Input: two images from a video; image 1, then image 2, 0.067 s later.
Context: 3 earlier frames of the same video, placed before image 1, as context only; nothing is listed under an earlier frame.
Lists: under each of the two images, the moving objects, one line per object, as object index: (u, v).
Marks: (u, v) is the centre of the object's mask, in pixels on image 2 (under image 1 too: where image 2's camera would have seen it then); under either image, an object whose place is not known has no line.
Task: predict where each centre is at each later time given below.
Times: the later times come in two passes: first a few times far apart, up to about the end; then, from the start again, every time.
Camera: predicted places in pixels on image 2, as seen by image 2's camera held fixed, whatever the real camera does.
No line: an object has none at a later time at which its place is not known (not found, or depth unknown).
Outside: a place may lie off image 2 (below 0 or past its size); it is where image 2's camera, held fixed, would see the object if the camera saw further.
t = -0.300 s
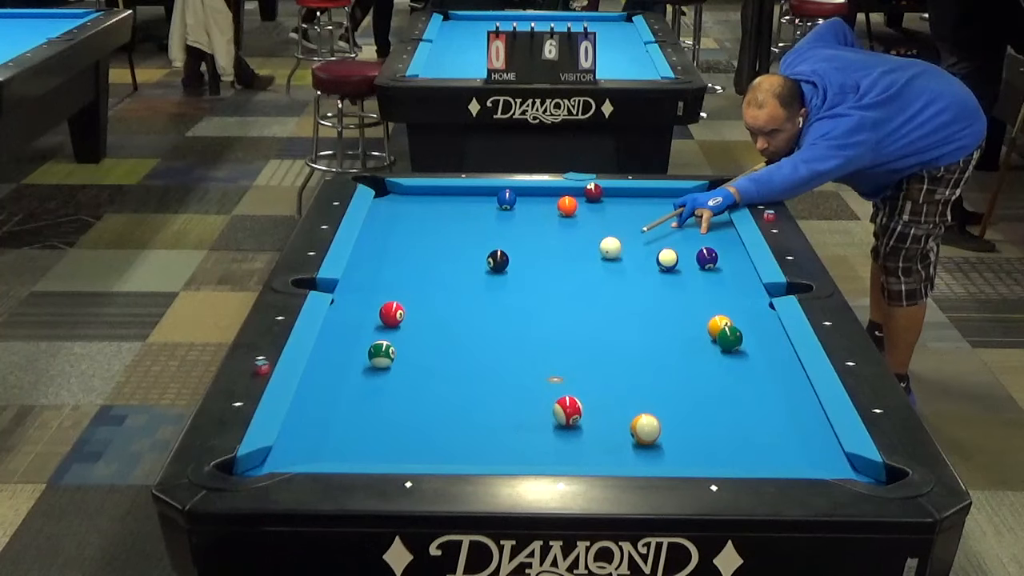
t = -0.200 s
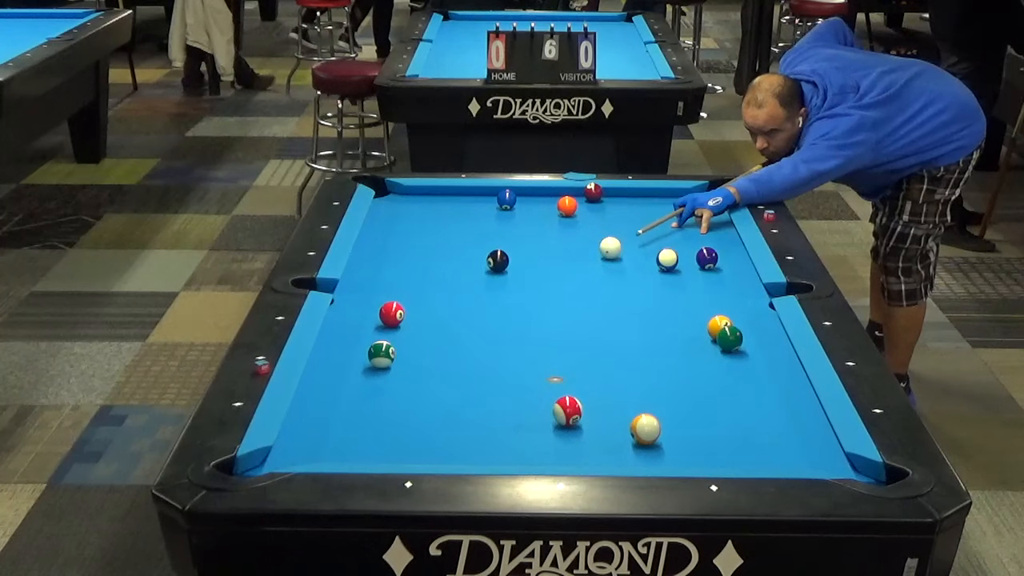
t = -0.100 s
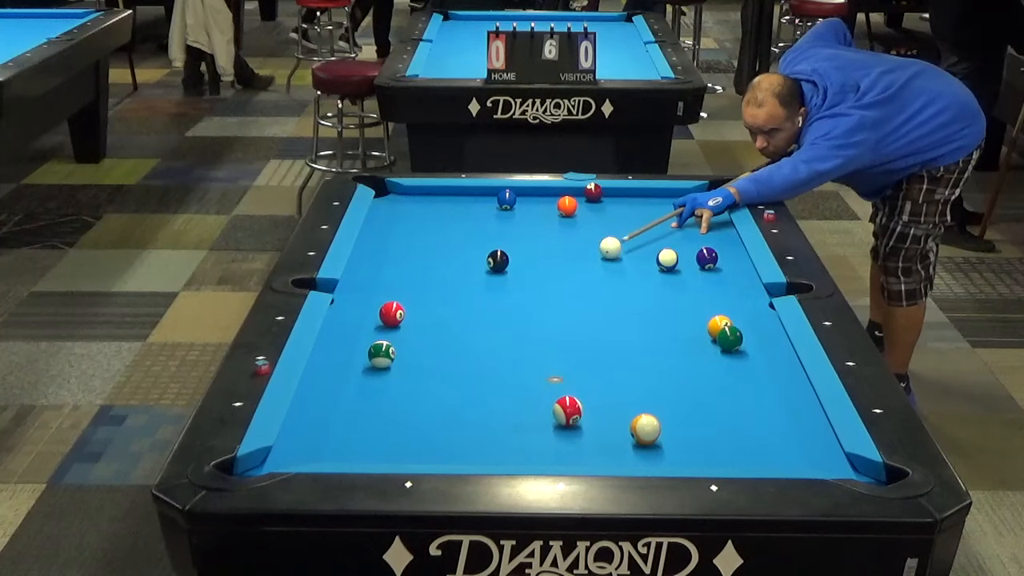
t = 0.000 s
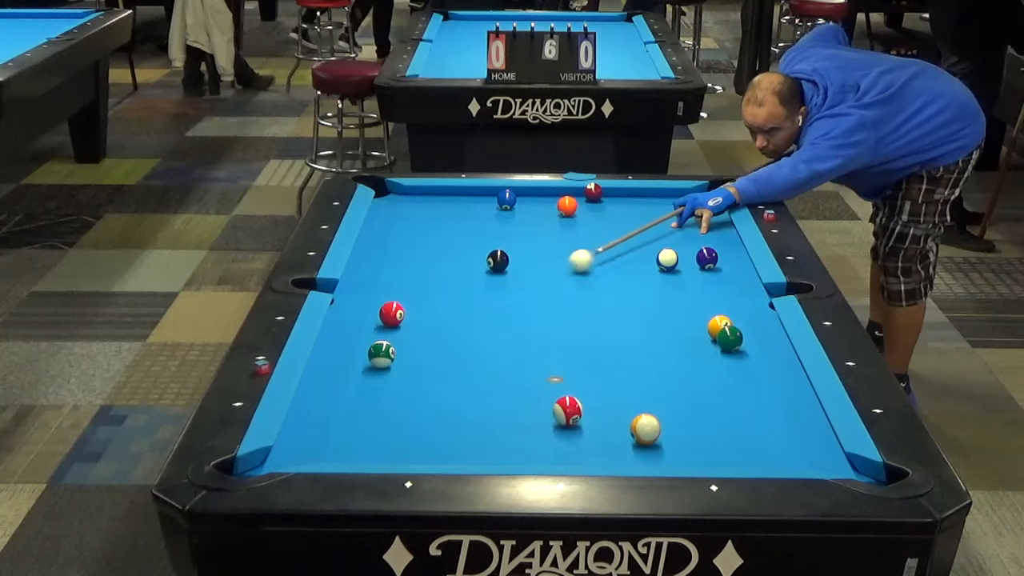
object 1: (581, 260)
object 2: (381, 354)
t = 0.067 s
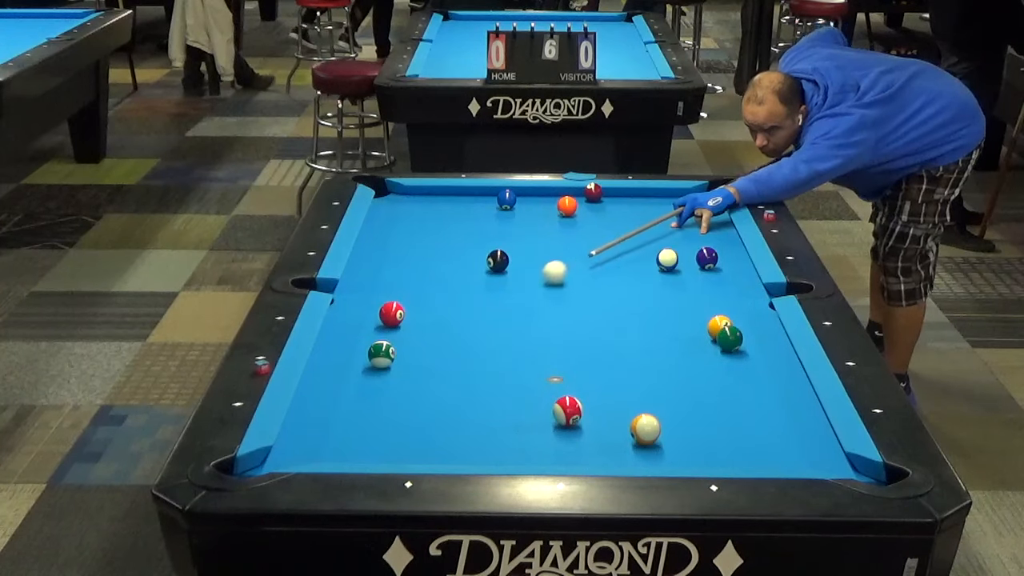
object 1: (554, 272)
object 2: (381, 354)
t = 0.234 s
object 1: (491, 300)
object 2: (381, 354)
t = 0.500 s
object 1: (382, 342)
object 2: (373, 362)
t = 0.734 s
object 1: (334, 349)
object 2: (329, 406)
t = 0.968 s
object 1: (378, 351)
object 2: (286, 451)
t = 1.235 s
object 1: (425, 354)
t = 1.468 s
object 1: (465, 356)
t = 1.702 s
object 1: (503, 358)
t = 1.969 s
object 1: (545, 361)
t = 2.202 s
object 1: (579, 363)
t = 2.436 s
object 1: (611, 364)
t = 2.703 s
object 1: (646, 366)
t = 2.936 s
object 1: (675, 368)
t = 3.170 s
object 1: (701, 370)
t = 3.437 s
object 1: (728, 372)
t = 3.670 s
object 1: (750, 373)
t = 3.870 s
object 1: (767, 374)
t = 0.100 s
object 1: (542, 277)
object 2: (381, 354)
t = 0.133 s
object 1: (530, 283)
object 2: (381, 354)
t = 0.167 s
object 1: (517, 289)
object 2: (381, 354)
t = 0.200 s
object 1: (504, 294)
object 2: (381, 354)
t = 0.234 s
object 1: (491, 300)
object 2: (381, 354)
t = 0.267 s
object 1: (477, 306)
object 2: (381, 354)
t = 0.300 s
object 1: (463, 313)
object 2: (381, 354)
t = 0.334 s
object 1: (449, 319)
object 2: (381, 354)
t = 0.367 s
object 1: (434, 325)
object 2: (381, 354)
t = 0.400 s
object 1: (420, 332)
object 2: (381, 354)
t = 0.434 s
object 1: (405, 339)
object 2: (381, 354)
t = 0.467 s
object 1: (392, 341)
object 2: (380, 355)
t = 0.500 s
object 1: (382, 342)
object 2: (373, 362)
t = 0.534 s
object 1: (372, 343)
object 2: (366, 369)
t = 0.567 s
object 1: (363, 344)
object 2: (359, 376)
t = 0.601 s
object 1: (353, 345)
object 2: (353, 383)
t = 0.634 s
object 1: (343, 347)
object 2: (347, 389)
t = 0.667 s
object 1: (333, 348)
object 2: (340, 396)
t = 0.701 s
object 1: (327, 349)
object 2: (335, 401)
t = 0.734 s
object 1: (334, 349)
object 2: (329, 406)
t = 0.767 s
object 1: (341, 349)
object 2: (323, 414)
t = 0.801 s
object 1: (347, 350)
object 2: (318, 419)
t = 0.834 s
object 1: (353, 350)
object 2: (311, 426)
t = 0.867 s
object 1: (359, 350)
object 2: (305, 432)
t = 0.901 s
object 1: (365, 351)
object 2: (299, 438)
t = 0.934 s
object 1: (371, 351)
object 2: (292, 445)
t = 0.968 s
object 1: (378, 351)
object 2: (286, 451)
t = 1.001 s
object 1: (384, 352)
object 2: (279, 455)
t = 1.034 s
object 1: (390, 352)
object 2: (271, 461)
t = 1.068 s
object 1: (396, 352)
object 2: (267, 466)
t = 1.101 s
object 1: (402, 353)
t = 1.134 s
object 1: (408, 353)
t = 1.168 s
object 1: (414, 353)
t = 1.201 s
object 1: (420, 353)
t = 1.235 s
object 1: (425, 354)
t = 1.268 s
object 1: (431, 354)
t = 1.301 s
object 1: (437, 354)
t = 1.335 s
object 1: (443, 355)
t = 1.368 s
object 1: (448, 355)
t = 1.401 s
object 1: (454, 355)
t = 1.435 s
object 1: (460, 356)
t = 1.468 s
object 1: (465, 356)
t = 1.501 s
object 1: (471, 356)
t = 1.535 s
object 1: (476, 356)
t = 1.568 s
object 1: (481, 357)
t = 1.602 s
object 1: (487, 357)
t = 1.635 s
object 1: (492, 357)
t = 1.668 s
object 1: (498, 358)
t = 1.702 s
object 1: (503, 358)
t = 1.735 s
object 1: (509, 358)
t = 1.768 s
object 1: (514, 359)
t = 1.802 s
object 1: (519, 359)
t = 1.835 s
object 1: (524, 360)
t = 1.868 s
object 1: (529, 360)
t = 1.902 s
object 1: (535, 360)
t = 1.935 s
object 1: (540, 360)
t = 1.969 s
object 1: (545, 361)
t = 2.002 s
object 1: (550, 361)
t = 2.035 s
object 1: (555, 361)
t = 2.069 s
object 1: (560, 361)
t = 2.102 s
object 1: (564, 362)
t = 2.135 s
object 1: (569, 362)
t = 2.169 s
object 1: (574, 362)
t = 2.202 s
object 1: (579, 363)
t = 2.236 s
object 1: (583, 363)
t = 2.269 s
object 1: (588, 363)
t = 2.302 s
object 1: (593, 363)
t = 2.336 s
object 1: (598, 363)
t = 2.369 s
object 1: (602, 364)
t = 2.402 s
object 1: (607, 364)
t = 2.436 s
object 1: (611, 364)
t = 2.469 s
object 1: (616, 364)
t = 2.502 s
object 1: (620, 365)
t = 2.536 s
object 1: (625, 365)
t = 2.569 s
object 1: (629, 365)
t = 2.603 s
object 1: (633, 366)
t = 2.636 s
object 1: (638, 366)
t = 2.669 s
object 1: (642, 366)
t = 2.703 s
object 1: (646, 366)
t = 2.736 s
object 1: (650, 367)
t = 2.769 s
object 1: (654, 367)
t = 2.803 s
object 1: (658, 367)
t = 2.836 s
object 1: (662, 367)
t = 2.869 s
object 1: (667, 368)
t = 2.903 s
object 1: (671, 368)
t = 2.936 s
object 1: (675, 368)
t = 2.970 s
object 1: (678, 369)
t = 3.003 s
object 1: (682, 369)
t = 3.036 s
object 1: (686, 369)
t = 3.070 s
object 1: (689, 369)
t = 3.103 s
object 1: (694, 370)
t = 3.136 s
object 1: (697, 370)
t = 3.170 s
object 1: (701, 370)
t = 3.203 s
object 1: (704, 370)
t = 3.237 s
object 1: (708, 371)
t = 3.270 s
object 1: (711, 371)
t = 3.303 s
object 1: (715, 371)
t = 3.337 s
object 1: (718, 371)
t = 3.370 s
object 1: (722, 371)
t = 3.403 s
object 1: (725, 372)
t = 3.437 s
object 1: (728, 372)
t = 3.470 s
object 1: (731, 372)
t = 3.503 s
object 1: (735, 372)
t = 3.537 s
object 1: (738, 372)
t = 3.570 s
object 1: (741, 373)
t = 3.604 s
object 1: (744, 373)
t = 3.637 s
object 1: (747, 373)
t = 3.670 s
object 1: (750, 373)
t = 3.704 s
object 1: (753, 373)
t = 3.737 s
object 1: (756, 373)
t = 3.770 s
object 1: (759, 374)
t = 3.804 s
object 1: (762, 374)
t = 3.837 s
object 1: (765, 374)
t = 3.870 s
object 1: (767, 374)
